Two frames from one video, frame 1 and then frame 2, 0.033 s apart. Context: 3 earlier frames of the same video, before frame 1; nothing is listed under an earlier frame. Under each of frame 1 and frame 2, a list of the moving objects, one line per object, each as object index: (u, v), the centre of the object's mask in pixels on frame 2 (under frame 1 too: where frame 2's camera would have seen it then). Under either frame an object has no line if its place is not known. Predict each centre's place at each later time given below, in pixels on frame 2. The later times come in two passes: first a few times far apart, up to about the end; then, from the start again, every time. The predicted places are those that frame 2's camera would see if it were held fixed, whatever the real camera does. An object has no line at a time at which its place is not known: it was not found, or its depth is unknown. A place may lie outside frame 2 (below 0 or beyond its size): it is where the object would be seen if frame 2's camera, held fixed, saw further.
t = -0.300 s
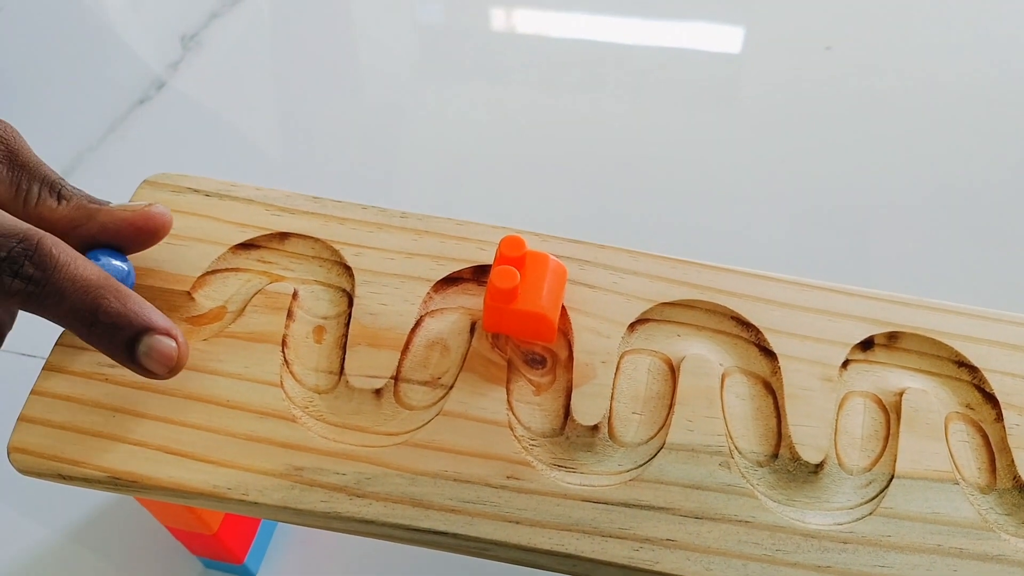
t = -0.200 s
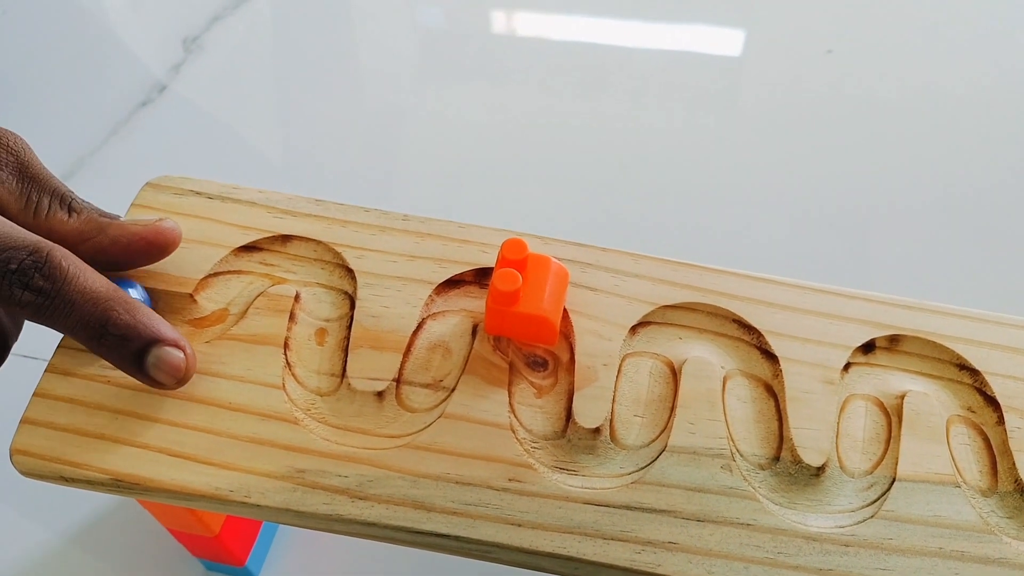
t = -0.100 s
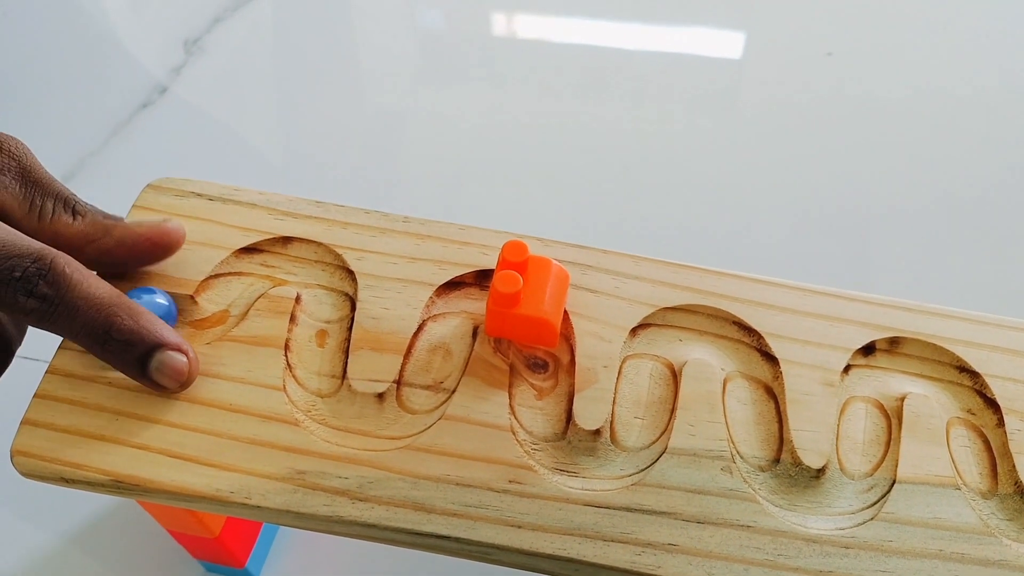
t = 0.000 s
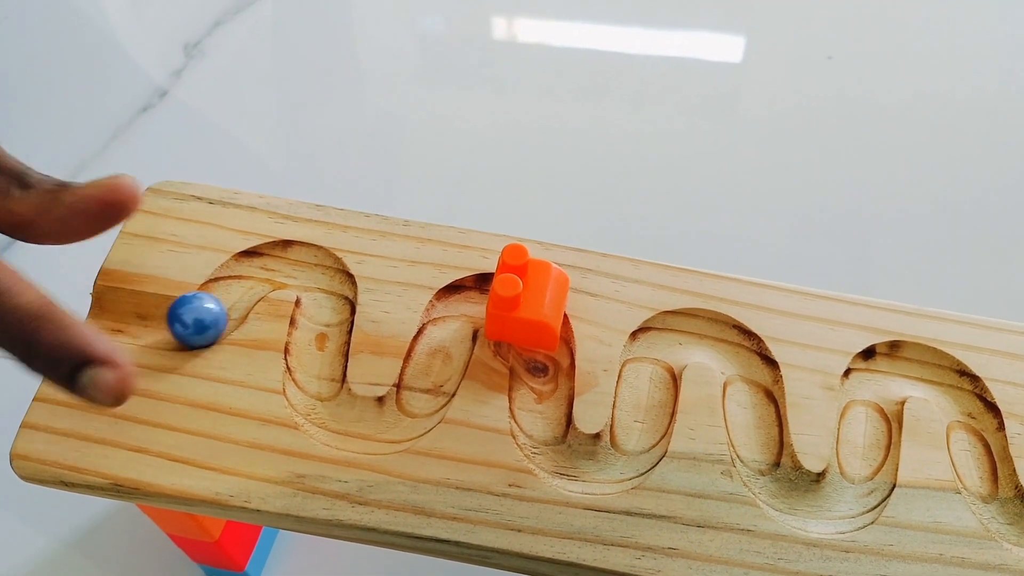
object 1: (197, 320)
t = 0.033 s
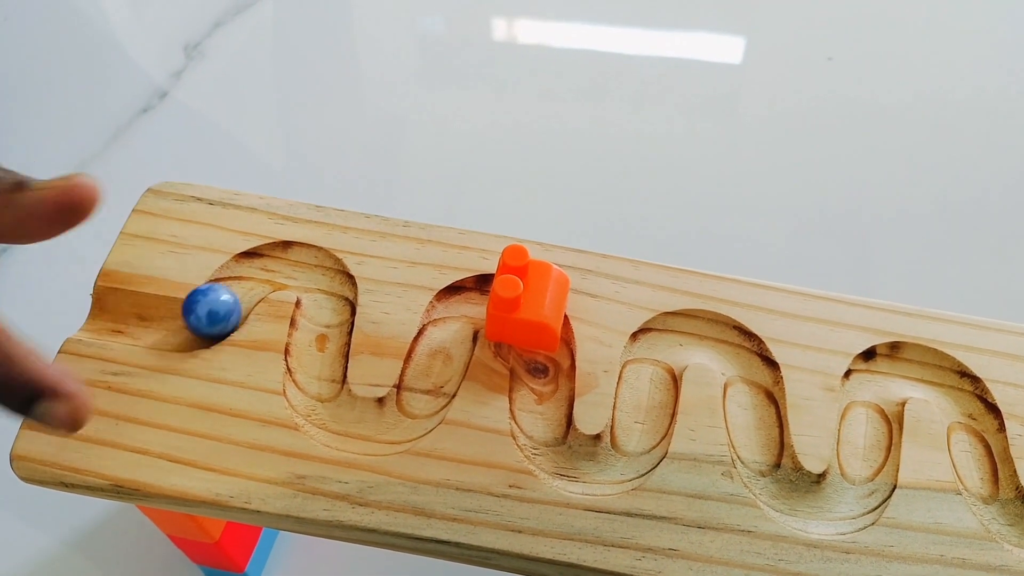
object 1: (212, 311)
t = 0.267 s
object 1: (325, 277)
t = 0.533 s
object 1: (377, 425)
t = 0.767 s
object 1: (475, 296)
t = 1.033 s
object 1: (544, 389)
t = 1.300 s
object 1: (646, 423)
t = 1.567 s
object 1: (698, 329)
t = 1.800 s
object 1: (768, 450)
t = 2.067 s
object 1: (877, 411)
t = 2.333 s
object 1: (987, 461)
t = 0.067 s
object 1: (223, 296)
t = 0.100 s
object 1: (236, 283)
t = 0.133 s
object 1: (248, 268)
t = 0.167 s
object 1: (266, 262)
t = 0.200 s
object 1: (289, 259)
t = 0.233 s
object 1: (310, 261)
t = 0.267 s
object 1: (325, 277)
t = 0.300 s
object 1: (329, 299)
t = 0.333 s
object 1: (323, 321)
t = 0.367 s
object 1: (315, 343)
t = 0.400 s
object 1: (316, 367)
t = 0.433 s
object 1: (315, 392)
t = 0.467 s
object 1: (327, 410)
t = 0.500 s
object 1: (349, 423)
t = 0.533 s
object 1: (377, 425)
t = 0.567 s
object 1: (408, 413)
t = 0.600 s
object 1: (424, 394)
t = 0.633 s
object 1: (432, 370)
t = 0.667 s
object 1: (444, 346)
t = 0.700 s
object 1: (451, 323)
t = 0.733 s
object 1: (459, 302)
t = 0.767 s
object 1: (475, 296)
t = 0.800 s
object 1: (495, 292)
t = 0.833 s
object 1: (514, 295)
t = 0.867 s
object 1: (526, 308)
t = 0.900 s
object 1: (539, 321)
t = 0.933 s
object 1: (546, 336)
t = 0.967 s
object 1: (547, 354)
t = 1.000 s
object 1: (546, 372)
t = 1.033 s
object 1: (544, 389)
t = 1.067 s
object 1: (541, 407)
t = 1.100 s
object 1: (545, 425)
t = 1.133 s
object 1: (553, 442)
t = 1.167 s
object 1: (567, 458)
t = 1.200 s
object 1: (590, 465)
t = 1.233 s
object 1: (616, 462)
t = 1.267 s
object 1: (634, 446)
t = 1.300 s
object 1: (646, 423)
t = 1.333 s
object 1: (651, 399)
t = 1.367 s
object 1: (653, 381)
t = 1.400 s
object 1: (654, 366)
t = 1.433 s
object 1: (656, 354)
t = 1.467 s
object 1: (665, 345)
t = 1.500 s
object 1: (673, 338)
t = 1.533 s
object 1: (683, 330)
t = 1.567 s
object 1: (698, 329)
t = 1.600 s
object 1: (717, 333)
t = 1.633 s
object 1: (737, 342)
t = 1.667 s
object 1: (751, 360)
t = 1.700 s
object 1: (756, 382)
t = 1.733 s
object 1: (758, 404)
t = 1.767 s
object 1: (761, 427)
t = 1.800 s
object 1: (768, 450)
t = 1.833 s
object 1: (778, 473)
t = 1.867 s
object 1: (793, 493)
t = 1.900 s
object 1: (817, 503)
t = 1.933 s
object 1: (845, 504)
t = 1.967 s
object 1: (863, 487)
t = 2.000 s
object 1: (870, 464)
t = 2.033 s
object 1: (872, 436)
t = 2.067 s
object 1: (877, 411)
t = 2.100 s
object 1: (877, 385)
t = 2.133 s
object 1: (887, 366)
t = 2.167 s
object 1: (910, 360)
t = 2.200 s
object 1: (939, 367)
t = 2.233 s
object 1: (967, 383)
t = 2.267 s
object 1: (976, 409)
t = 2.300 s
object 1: (982, 435)
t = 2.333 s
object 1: (987, 461)
